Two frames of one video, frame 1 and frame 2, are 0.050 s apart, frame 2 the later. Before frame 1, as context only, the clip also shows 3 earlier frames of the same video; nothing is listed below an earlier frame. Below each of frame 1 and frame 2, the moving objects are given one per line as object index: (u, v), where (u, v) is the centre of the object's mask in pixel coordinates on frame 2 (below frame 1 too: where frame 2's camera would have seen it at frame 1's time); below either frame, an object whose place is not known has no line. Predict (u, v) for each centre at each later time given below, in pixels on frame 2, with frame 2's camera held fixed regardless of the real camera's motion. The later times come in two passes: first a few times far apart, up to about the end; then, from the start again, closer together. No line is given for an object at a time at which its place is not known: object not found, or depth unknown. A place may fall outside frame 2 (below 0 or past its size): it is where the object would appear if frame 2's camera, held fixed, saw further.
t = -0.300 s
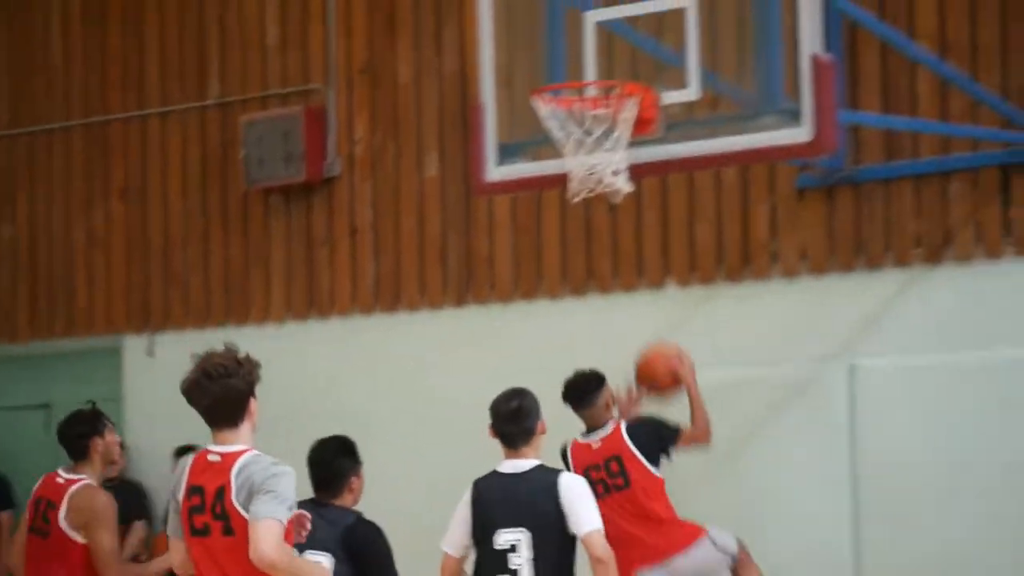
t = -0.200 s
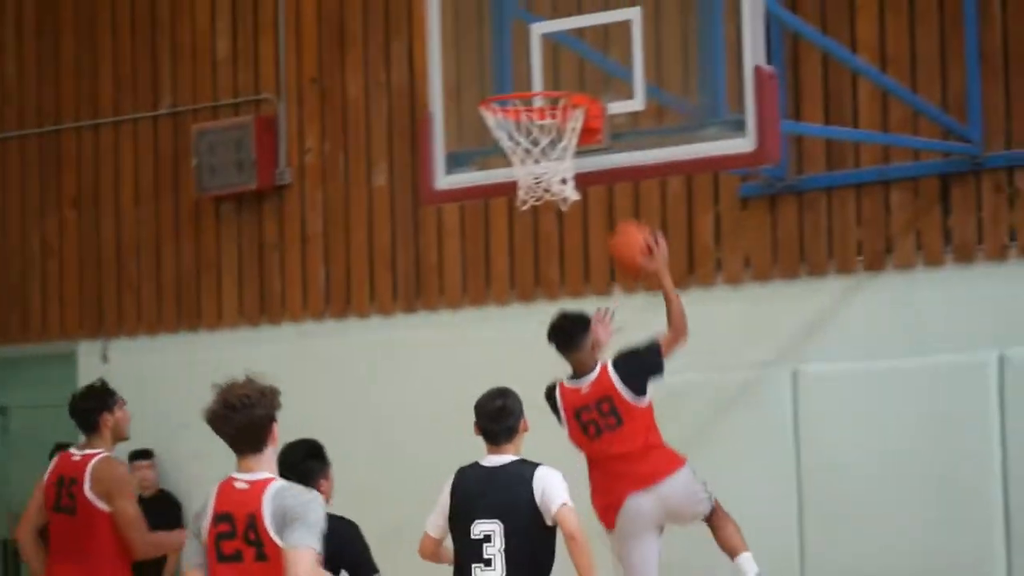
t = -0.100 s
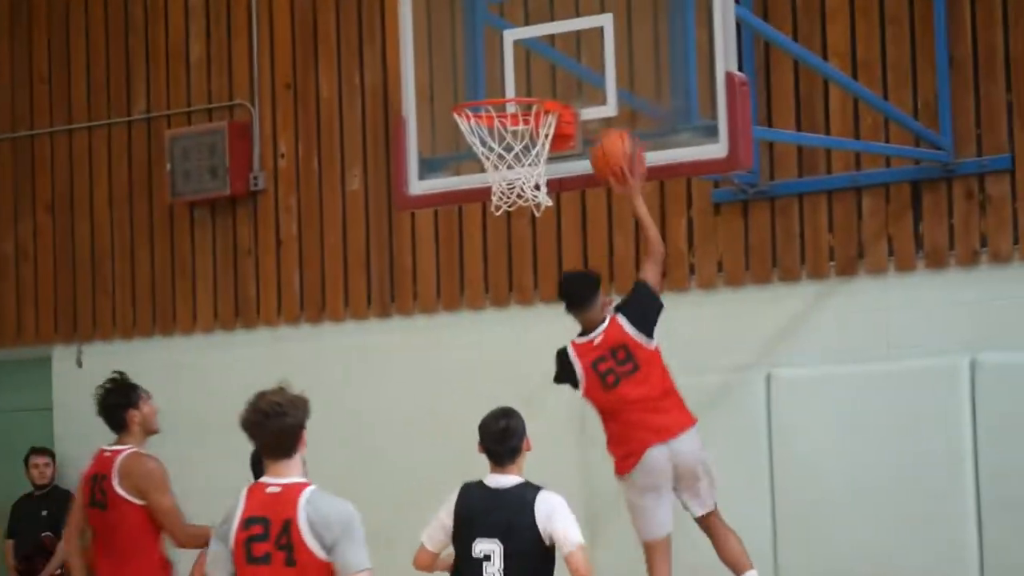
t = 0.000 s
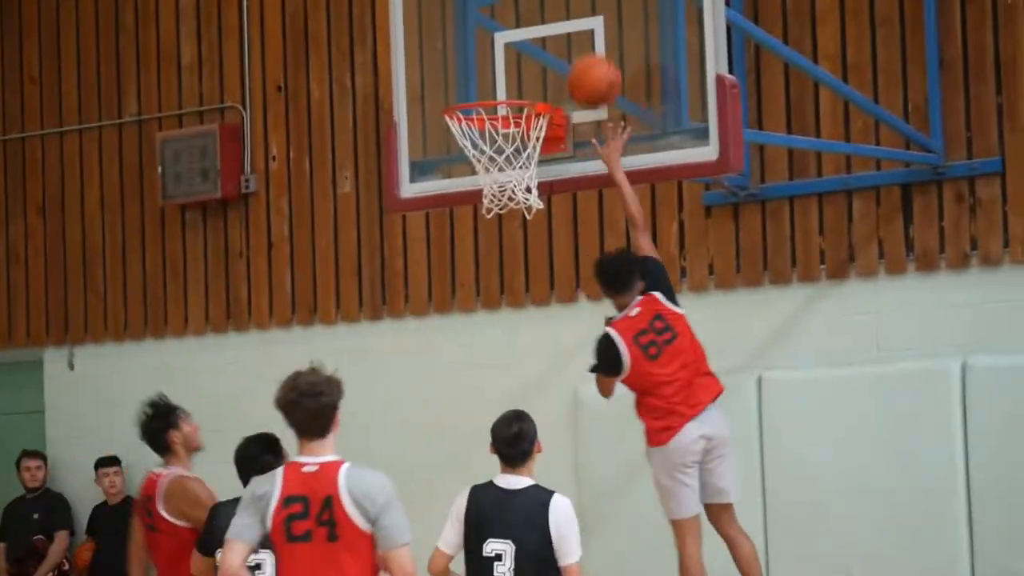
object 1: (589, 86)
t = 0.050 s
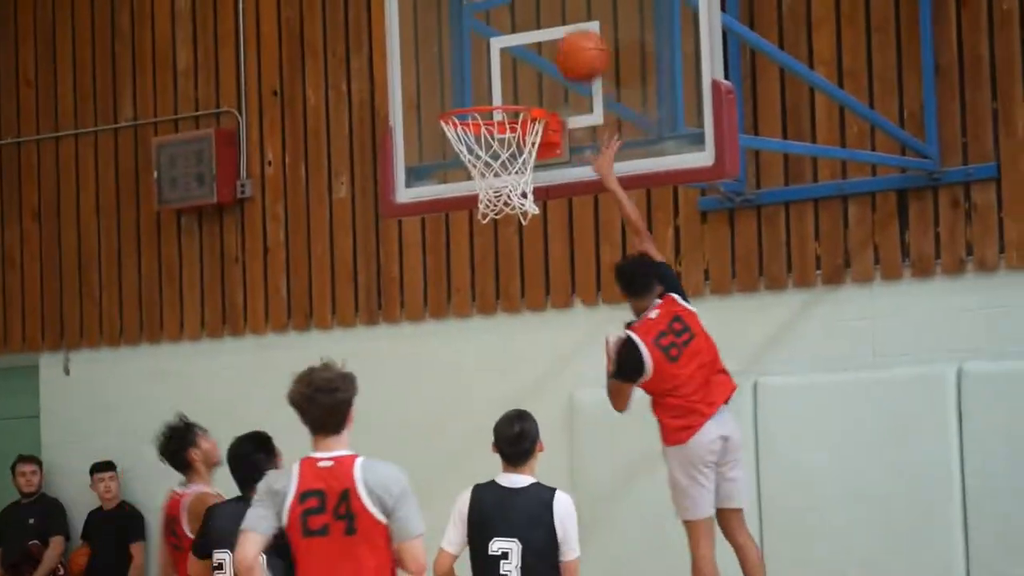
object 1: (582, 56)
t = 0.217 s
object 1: (548, 5)
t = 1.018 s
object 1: (541, 231)
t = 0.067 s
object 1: (579, 47)
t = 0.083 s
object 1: (577, 38)
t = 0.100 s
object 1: (575, 30)
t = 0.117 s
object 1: (571, 23)
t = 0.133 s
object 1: (568, 17)
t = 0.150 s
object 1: (566, 13)
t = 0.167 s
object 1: (561, 10)
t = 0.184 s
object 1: (556, 8)
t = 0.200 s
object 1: (553, 6)
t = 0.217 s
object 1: (548, 5)
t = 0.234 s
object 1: (545, 5)
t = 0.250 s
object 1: (540, 5)
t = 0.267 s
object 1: (535, 6)
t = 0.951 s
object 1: (533, 199)
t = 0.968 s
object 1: (536, 206)
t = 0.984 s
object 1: (538, 213)
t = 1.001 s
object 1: (540, 221)
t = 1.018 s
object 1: (541, 231)
